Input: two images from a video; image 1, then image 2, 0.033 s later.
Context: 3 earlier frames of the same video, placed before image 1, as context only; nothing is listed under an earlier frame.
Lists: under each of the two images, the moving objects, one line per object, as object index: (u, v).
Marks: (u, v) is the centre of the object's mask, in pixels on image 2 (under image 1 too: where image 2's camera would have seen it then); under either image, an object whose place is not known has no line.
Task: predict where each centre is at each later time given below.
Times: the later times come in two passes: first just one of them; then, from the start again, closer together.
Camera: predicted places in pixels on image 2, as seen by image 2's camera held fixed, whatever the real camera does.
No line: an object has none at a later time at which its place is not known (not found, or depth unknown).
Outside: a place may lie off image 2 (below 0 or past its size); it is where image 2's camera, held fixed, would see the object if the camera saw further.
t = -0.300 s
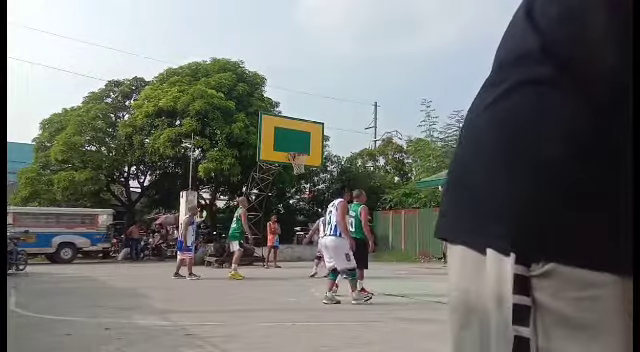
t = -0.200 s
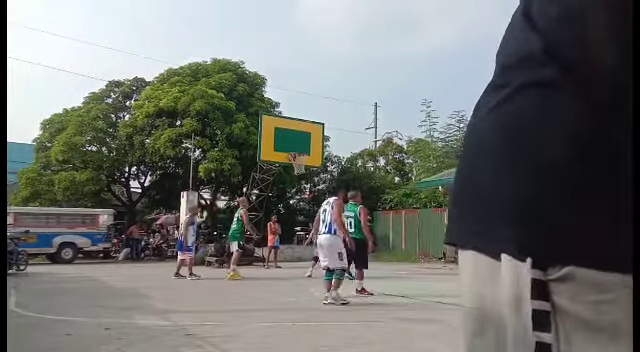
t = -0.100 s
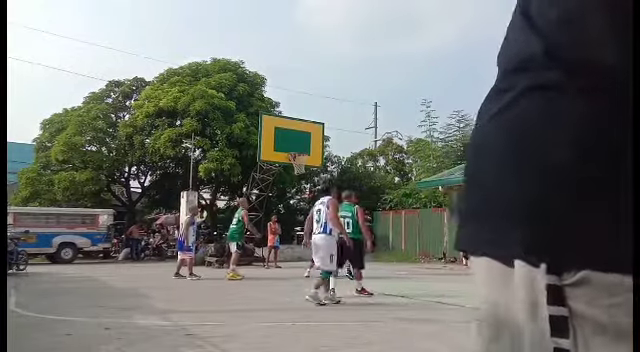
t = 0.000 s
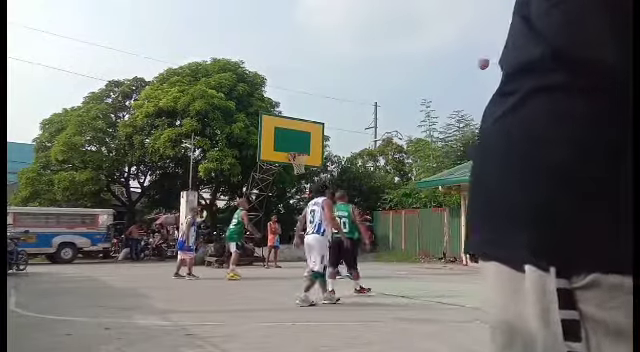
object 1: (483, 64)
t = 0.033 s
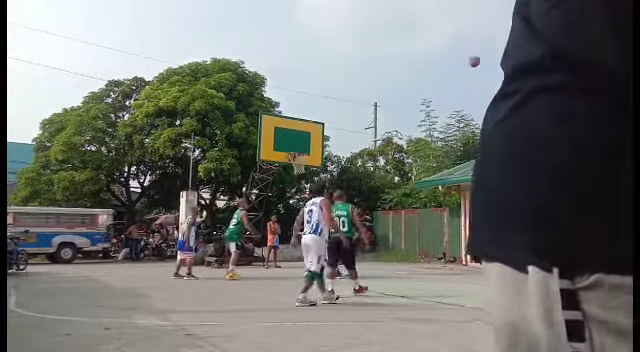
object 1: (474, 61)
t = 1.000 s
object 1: (289, 165)
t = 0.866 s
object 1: (297, 154)
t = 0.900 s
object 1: (295, 159)
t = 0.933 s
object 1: (290, 165)
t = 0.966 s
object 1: (289, 165)
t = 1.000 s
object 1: (289, 165)
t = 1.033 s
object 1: (289, 165)
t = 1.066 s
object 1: (289, 164)
